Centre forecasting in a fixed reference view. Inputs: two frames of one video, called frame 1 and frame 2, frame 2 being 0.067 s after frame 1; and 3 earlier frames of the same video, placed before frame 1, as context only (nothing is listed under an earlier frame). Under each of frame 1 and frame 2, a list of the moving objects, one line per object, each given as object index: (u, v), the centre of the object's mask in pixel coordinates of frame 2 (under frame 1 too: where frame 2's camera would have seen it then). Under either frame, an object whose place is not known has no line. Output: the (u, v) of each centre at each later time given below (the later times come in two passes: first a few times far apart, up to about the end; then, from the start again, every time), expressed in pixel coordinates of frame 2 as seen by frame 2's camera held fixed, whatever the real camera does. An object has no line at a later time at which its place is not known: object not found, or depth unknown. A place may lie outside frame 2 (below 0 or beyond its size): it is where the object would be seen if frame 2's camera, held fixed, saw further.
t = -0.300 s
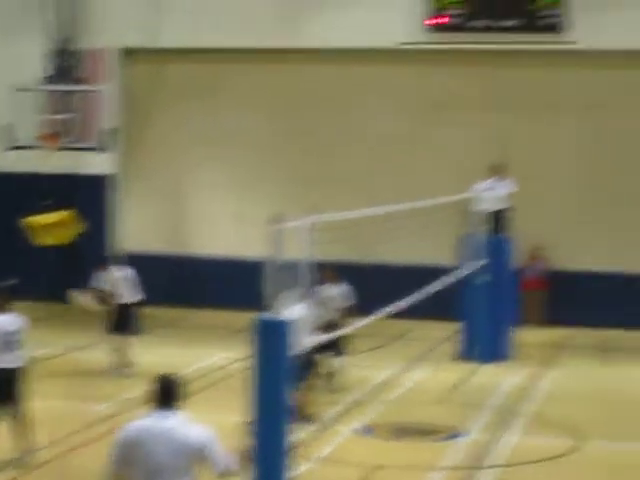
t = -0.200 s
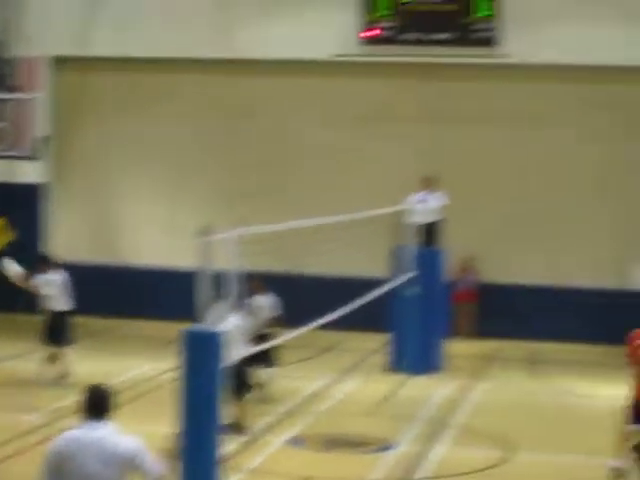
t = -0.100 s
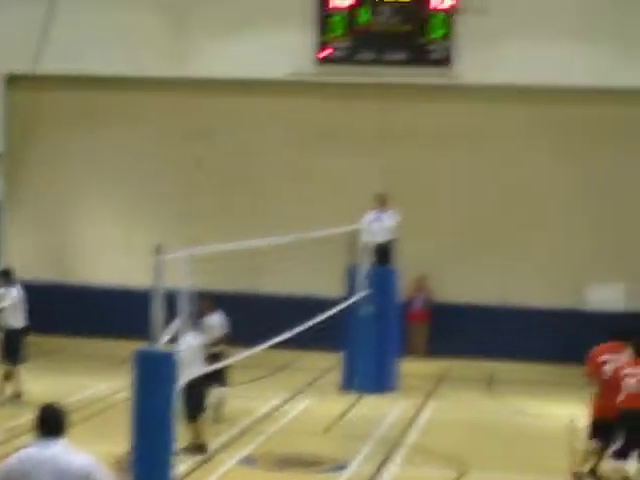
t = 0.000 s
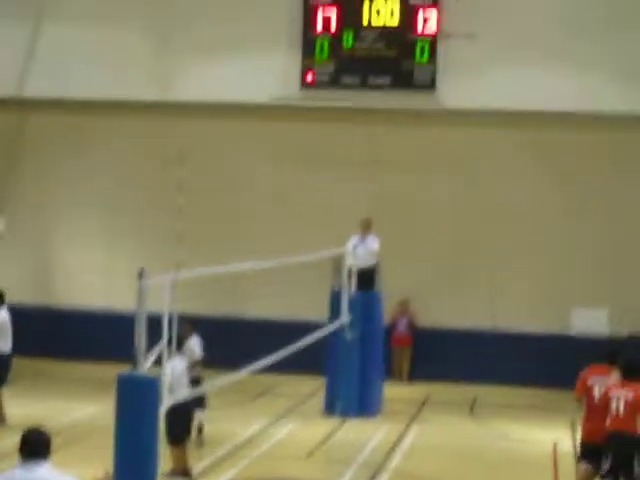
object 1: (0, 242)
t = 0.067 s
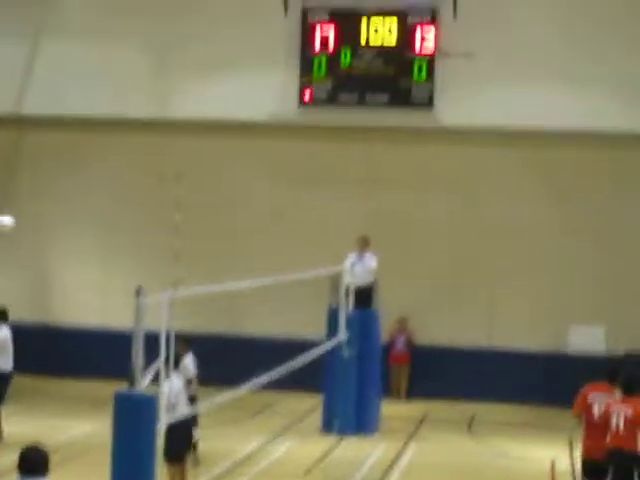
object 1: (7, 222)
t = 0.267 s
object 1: (47, 184)
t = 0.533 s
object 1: (96, 176)
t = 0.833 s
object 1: (146, 223)
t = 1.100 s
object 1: (186, 307)
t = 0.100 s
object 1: (13, 213)
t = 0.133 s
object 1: (19, 205)
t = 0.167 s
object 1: (26, 198)
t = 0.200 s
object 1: (34, 192)
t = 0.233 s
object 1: (41, 187)
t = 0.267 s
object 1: (47, 184)
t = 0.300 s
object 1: (53, 180)
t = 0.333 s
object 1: (60, 177)
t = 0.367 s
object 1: (66, 175)
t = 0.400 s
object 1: (72, 173)
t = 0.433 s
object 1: (78, 173)
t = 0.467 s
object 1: (84, 173)
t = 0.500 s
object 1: (90, 174)
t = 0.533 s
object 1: (96, 176)
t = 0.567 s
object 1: (102, 179)
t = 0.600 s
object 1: (109, 182)
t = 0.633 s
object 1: (114, 186)
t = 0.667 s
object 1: (119, 190)
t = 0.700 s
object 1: (125, 195)
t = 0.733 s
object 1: (131, 202)
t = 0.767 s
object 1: (136, 208)
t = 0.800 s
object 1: (141, 216)
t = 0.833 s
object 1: (146, 223)
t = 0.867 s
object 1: (152, 232)
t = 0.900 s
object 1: (157, 241)
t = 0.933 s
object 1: (162, 251)
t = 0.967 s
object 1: (166, 261)
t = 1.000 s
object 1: (172, 271)
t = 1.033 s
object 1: (177, 281)
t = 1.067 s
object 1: (182, 294)
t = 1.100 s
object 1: (186, 307)
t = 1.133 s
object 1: (192, 320)
